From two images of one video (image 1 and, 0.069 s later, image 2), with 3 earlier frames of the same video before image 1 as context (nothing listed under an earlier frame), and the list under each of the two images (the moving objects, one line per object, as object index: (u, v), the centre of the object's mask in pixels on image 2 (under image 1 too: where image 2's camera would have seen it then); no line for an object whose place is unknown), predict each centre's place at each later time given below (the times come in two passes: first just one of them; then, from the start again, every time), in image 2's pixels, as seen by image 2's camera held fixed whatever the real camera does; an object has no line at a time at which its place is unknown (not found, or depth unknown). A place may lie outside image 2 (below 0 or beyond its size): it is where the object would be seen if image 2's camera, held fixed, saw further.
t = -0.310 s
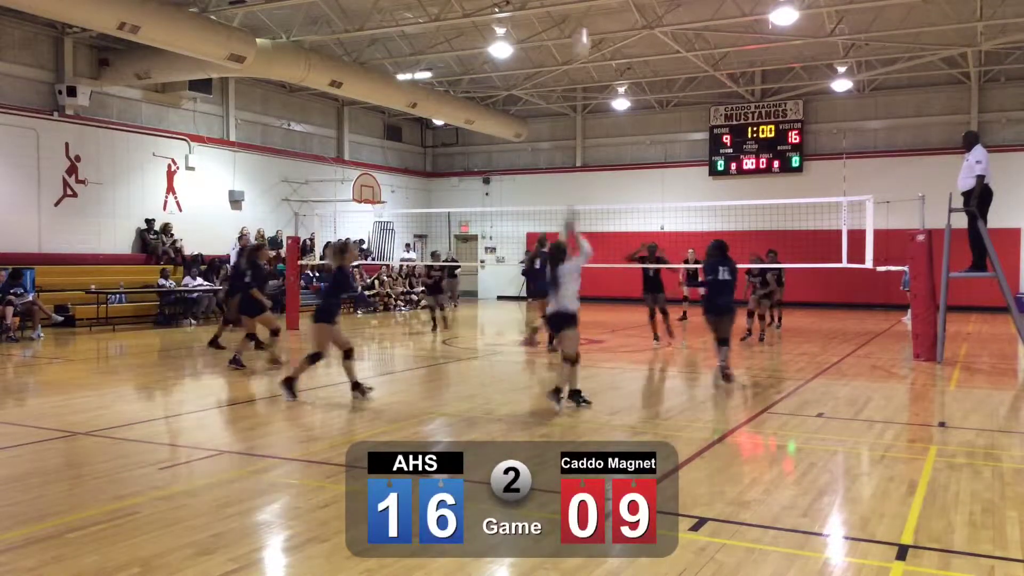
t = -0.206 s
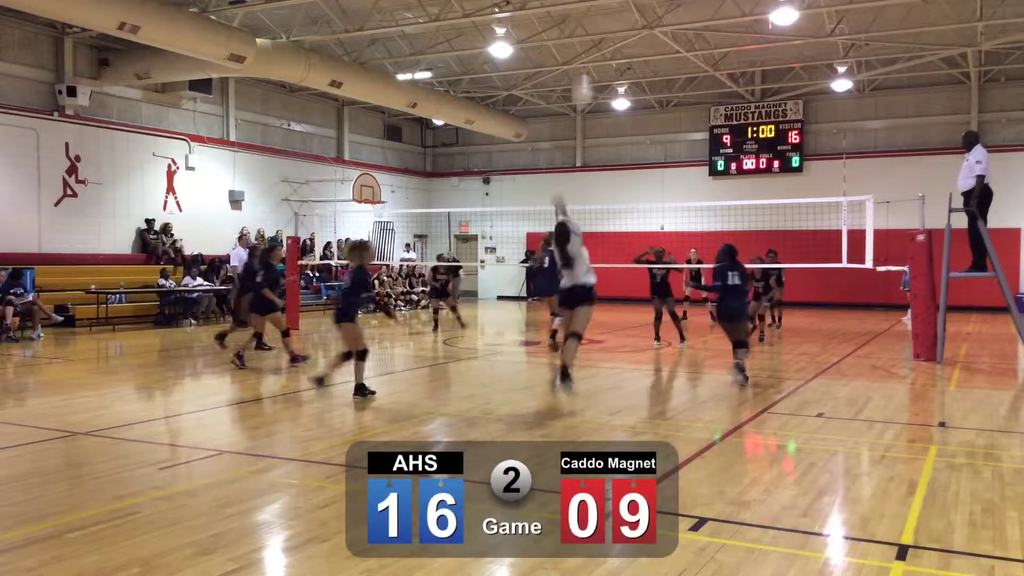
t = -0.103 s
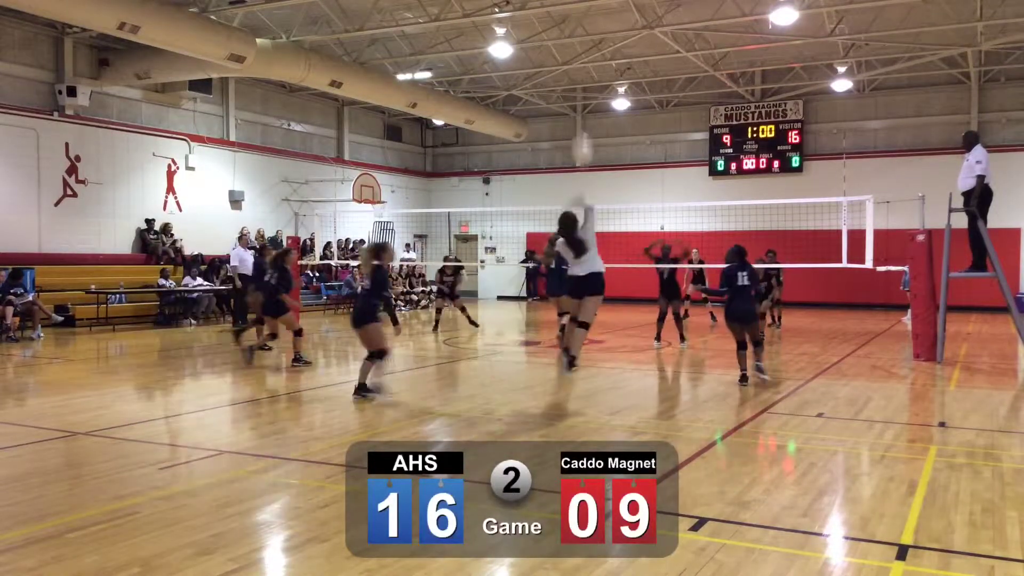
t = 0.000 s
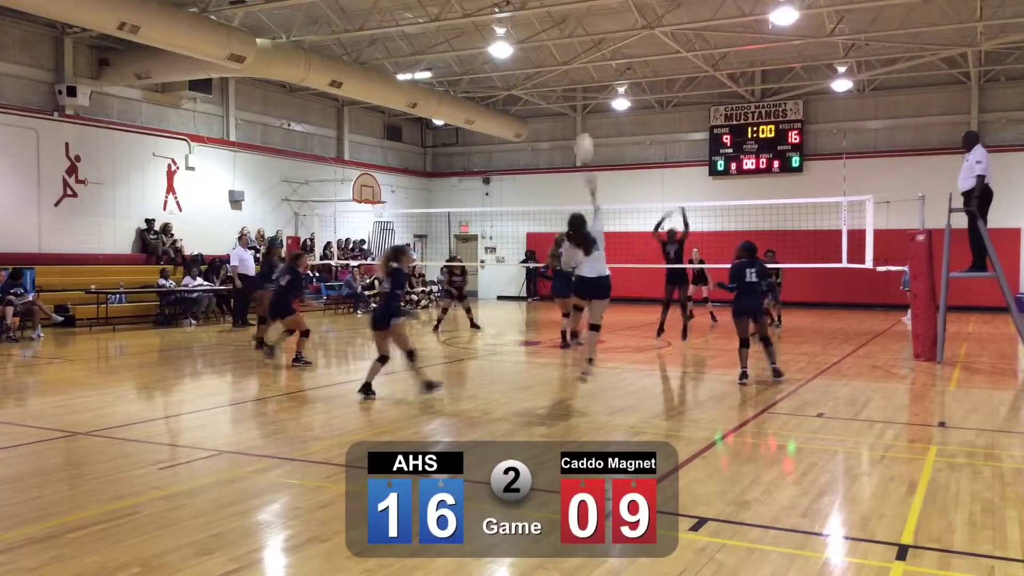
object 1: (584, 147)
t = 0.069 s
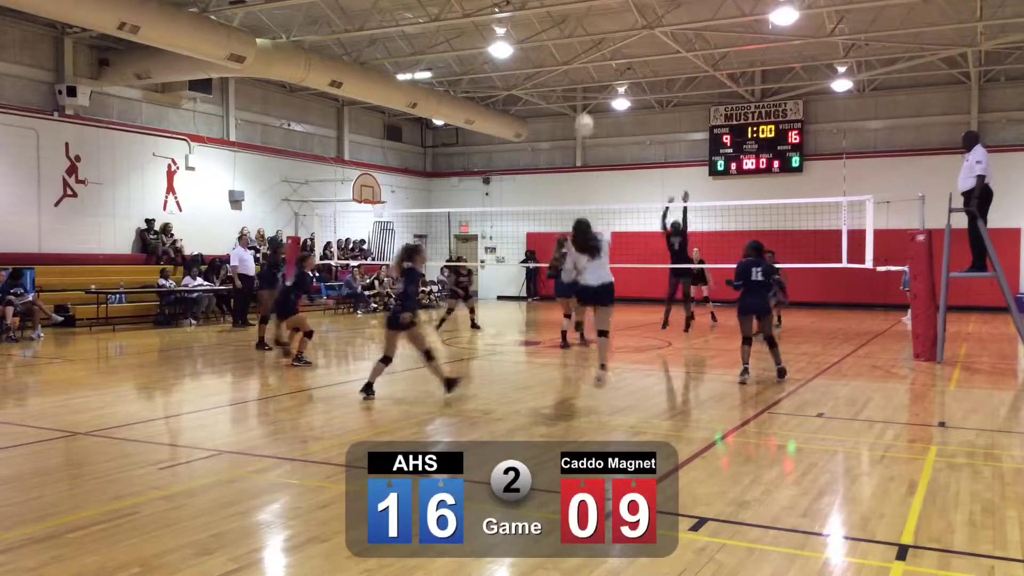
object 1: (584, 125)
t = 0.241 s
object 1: (585, 95)
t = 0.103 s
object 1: (584, 117)
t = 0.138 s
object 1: (585, 110)
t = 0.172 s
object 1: (585, 100)
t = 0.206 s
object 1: (585, 97)
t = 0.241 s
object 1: (585, 95)
